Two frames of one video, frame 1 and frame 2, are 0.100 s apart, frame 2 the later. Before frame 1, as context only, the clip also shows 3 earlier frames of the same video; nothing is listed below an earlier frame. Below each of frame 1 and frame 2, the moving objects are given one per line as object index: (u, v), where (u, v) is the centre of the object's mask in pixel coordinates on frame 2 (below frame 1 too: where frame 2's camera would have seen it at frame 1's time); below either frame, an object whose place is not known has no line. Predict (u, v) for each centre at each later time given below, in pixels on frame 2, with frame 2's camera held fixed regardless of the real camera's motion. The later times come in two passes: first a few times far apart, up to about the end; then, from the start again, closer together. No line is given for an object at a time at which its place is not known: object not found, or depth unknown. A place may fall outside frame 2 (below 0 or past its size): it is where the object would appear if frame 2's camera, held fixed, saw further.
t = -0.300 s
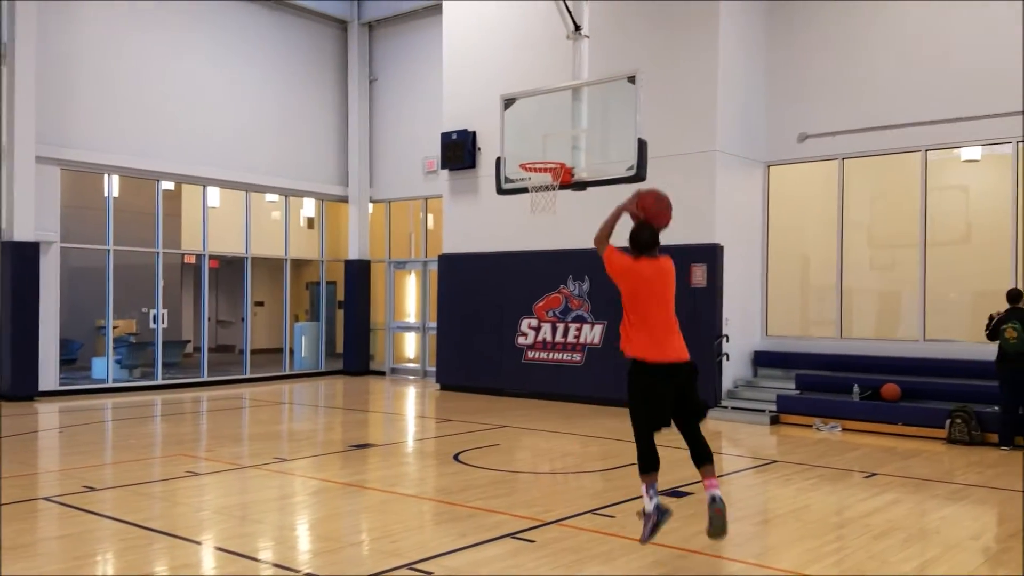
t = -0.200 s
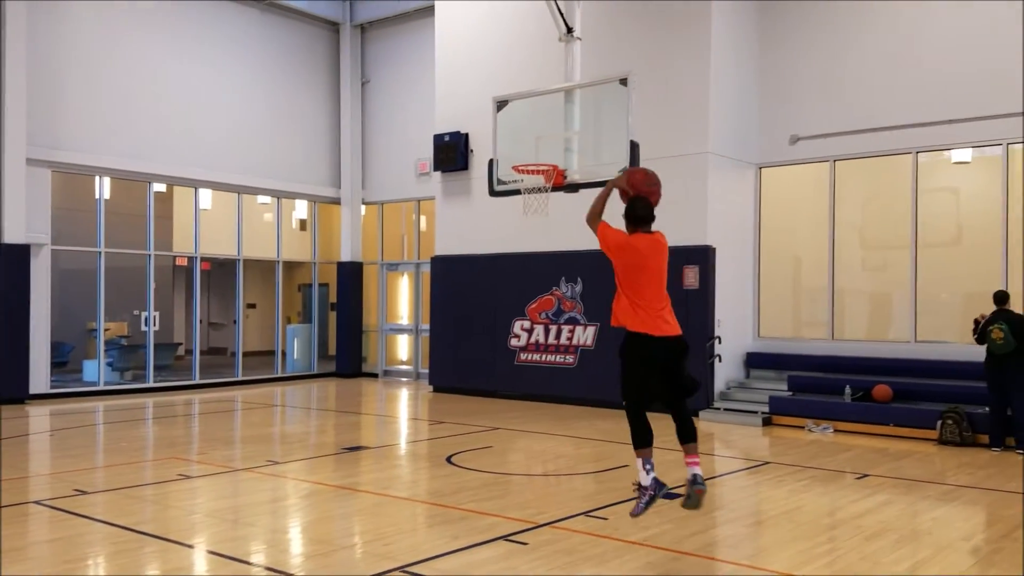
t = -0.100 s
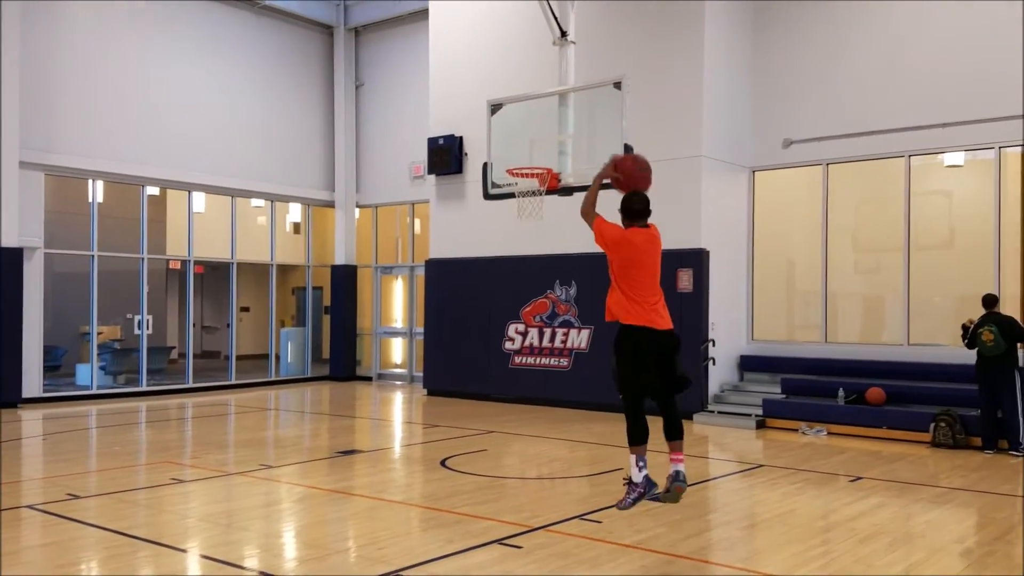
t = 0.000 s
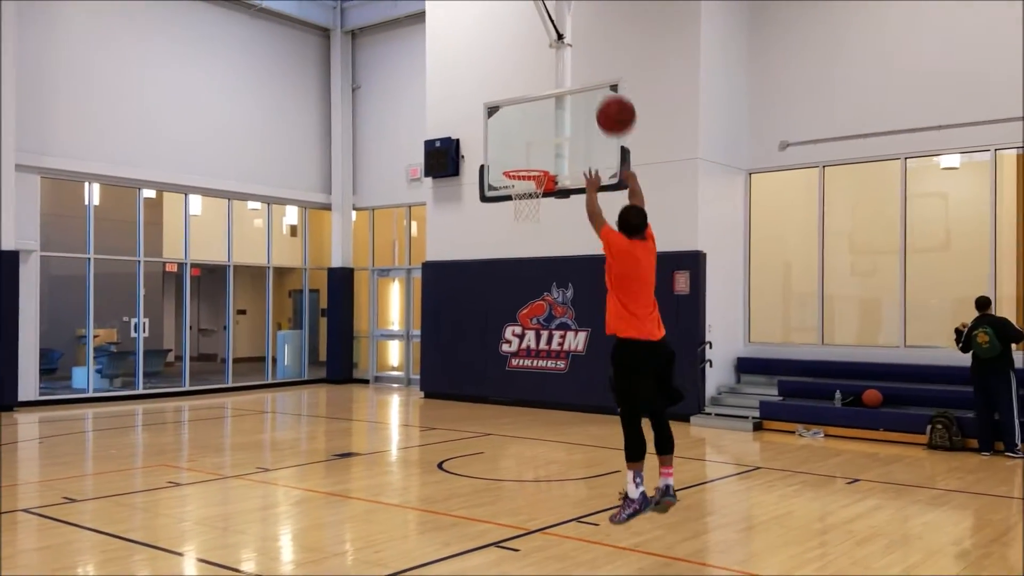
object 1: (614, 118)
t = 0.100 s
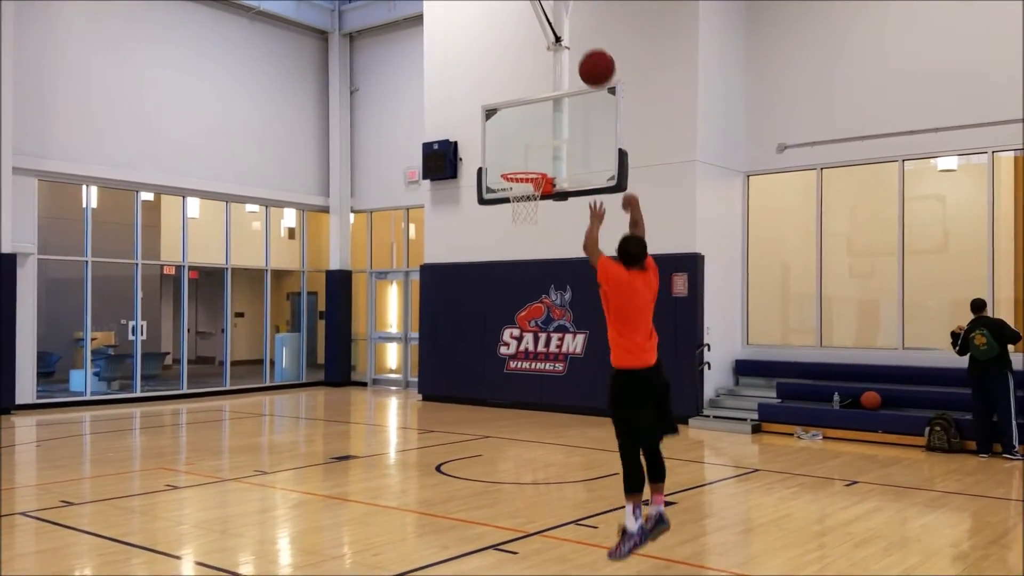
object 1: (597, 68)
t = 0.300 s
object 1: (565, 23)
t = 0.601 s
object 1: (536, 70)
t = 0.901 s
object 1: (515, 182)
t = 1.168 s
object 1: (551, 222)
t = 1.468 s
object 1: (573, 318)
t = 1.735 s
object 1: (590, 464)
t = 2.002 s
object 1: (581, 373)
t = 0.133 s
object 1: (592, 56)
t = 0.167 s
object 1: (582, 38)
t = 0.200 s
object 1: (577, 32)
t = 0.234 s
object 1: (573, 27)
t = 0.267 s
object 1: (569, 25)
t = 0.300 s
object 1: (565, 23)
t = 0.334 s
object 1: (561, 24)
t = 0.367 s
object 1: (557, 25)
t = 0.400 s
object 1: (554, 29)
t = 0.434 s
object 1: (551, 33)
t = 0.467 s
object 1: (547, 38)
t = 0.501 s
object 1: (544, 45)
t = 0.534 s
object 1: (541, 52)
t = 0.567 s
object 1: (538, 60)
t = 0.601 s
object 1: (536, 70)
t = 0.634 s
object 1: (533, 80)
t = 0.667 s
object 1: (530, 91)
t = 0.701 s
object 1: (528, 103)
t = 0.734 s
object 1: (525, 115)
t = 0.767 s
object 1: (522, 128)
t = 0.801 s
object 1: (520, 142)
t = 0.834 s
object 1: (518, 156)
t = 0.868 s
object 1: (516, 167)
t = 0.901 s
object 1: (515, 182)
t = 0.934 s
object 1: (527, 192)
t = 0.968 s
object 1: (535, 203)
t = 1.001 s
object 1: (540, 208)
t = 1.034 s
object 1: (542, 209)
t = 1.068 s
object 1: (544, 211)
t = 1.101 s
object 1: (547, 213)
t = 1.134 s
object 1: (549, 217)
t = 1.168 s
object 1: (551, 222)
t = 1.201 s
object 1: (553, 228)
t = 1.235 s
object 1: (555, 235)
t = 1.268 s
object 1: (558, 244)
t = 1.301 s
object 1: (560, 253)
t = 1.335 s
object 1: (562, 264)
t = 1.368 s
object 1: (564, 276)
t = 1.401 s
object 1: (567, 288)
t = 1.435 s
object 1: (571, 303)
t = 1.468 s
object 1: (573, 318)
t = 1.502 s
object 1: (574, 335)
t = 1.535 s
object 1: (577, 355)
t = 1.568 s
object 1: (579, 373)
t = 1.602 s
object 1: (582, 394)
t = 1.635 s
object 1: (585, 415)
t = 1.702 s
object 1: (590, 466)
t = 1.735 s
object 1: (590, 464)
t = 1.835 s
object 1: (586, 420)
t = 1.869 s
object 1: (586, 409)
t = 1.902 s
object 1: (585, 399)
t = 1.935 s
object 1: (584, 389)
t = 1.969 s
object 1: (583, 380)
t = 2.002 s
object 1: (581, 373)
